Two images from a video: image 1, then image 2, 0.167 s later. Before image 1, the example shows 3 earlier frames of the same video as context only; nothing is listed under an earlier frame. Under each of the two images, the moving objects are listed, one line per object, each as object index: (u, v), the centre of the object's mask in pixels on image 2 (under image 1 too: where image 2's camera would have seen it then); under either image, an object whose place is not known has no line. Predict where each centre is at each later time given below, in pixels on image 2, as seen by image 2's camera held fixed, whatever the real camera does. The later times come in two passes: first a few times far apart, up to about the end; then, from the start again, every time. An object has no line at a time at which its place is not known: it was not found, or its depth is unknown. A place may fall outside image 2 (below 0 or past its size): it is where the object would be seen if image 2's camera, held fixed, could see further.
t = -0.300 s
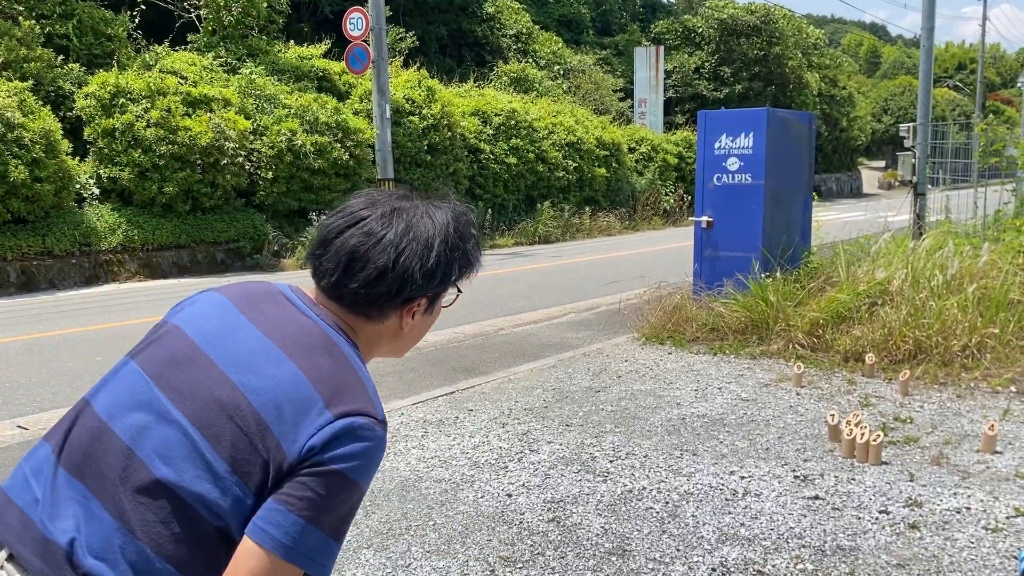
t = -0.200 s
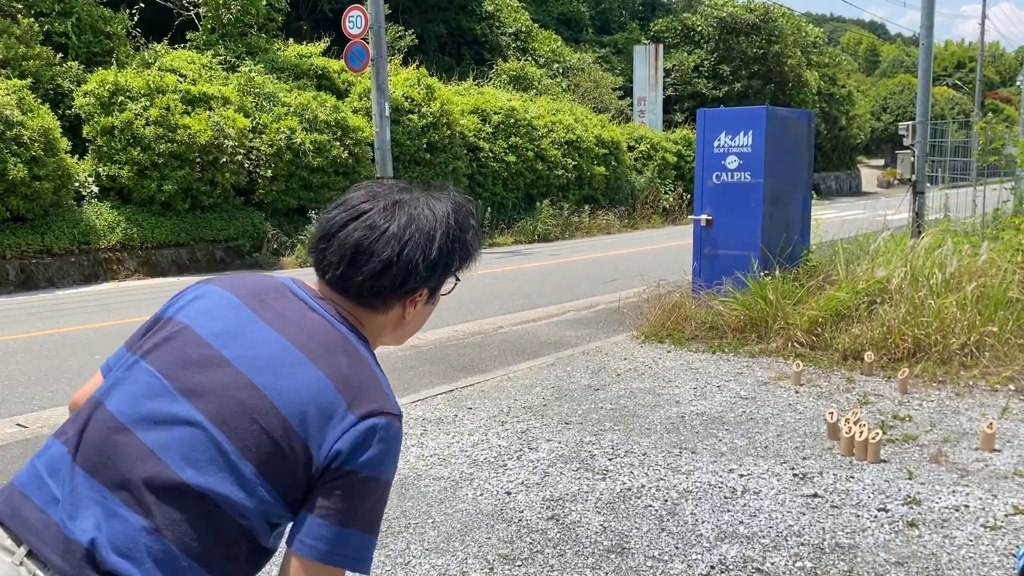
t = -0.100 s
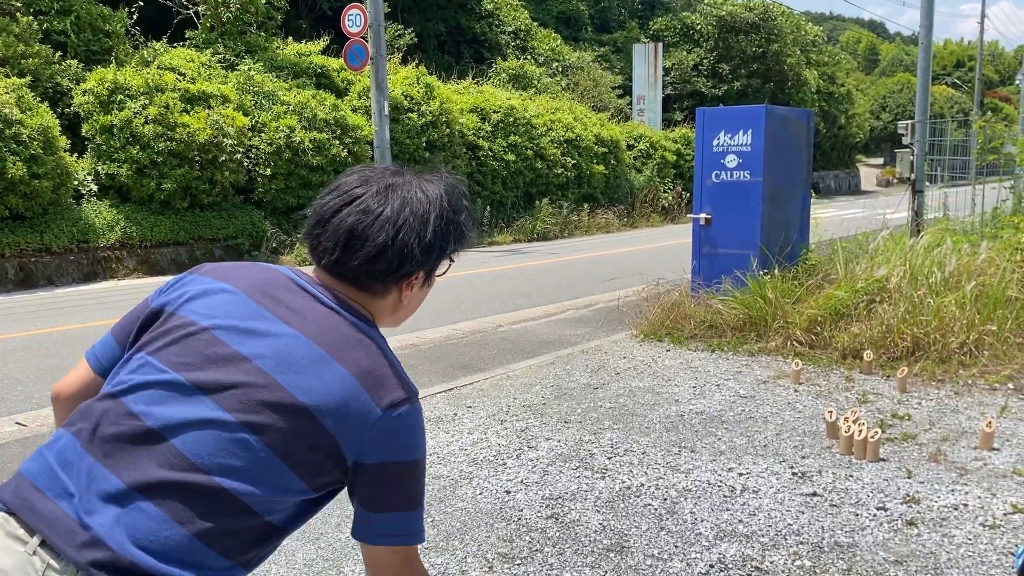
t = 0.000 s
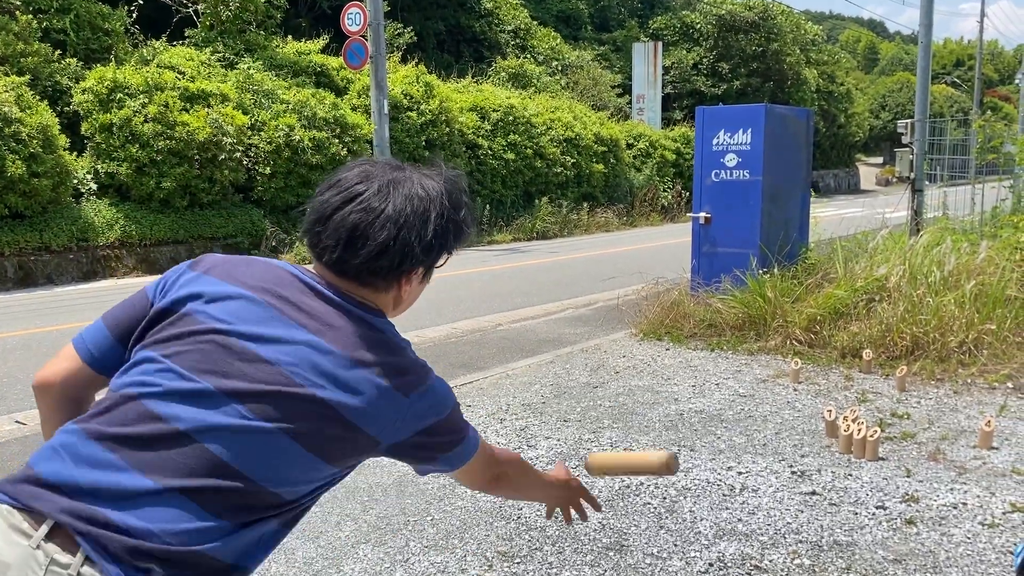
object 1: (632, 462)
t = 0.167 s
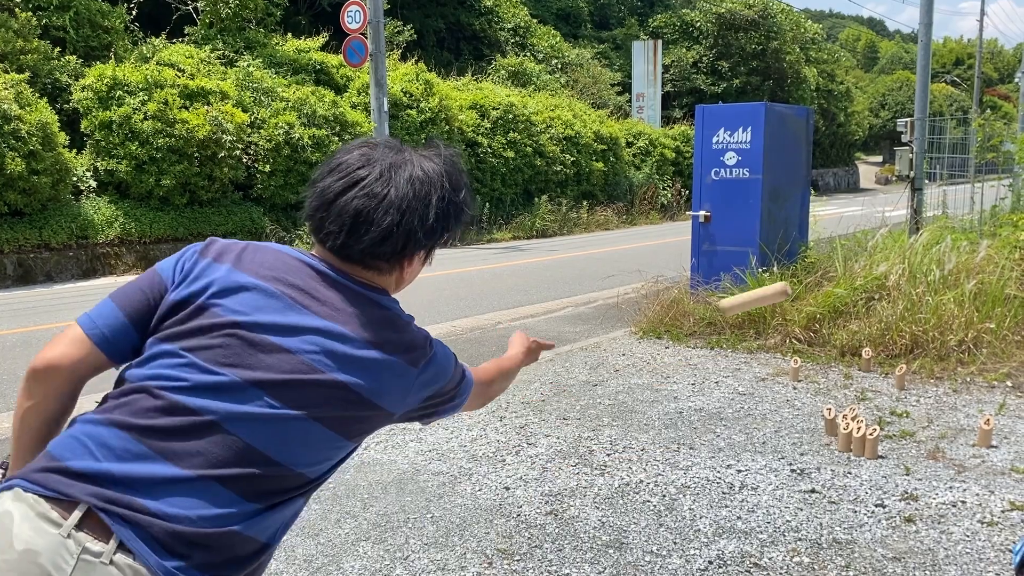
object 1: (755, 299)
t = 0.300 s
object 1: (813, 273)
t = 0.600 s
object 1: (881, 354)
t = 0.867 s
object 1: (884, 378)
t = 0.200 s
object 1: (772, 286)
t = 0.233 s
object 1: (787, 278)
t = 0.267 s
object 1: (801, 274)
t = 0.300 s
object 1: (813, 273)
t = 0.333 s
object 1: (824, 274)
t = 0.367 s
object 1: (833, 278)
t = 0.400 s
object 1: (842, 284)
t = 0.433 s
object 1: (849, 293)
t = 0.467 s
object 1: (858, 302)
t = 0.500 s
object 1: (864, 313)
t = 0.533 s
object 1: (871, 325)
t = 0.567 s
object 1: (875, 340)
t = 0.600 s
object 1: (881, 354)
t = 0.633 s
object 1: (886, 369)
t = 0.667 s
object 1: (889, 386)
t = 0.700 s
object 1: (893, 388)
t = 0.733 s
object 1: (890, 385)
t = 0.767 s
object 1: (889, 379)
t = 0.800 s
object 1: (886, 377)
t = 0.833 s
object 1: (885, 377)
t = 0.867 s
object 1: (884, 378)
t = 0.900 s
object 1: (881, 377)
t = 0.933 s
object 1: (881, 374)
